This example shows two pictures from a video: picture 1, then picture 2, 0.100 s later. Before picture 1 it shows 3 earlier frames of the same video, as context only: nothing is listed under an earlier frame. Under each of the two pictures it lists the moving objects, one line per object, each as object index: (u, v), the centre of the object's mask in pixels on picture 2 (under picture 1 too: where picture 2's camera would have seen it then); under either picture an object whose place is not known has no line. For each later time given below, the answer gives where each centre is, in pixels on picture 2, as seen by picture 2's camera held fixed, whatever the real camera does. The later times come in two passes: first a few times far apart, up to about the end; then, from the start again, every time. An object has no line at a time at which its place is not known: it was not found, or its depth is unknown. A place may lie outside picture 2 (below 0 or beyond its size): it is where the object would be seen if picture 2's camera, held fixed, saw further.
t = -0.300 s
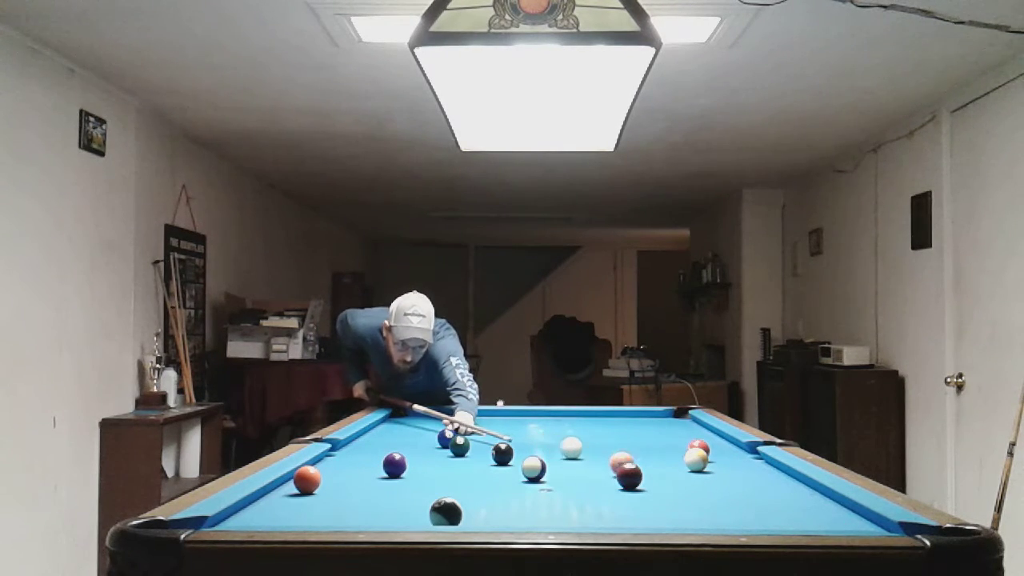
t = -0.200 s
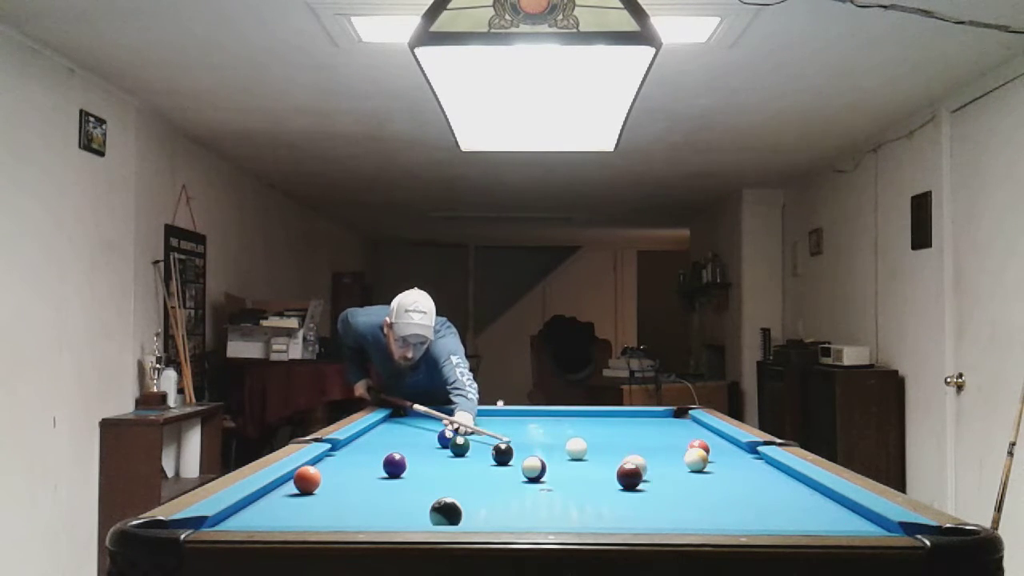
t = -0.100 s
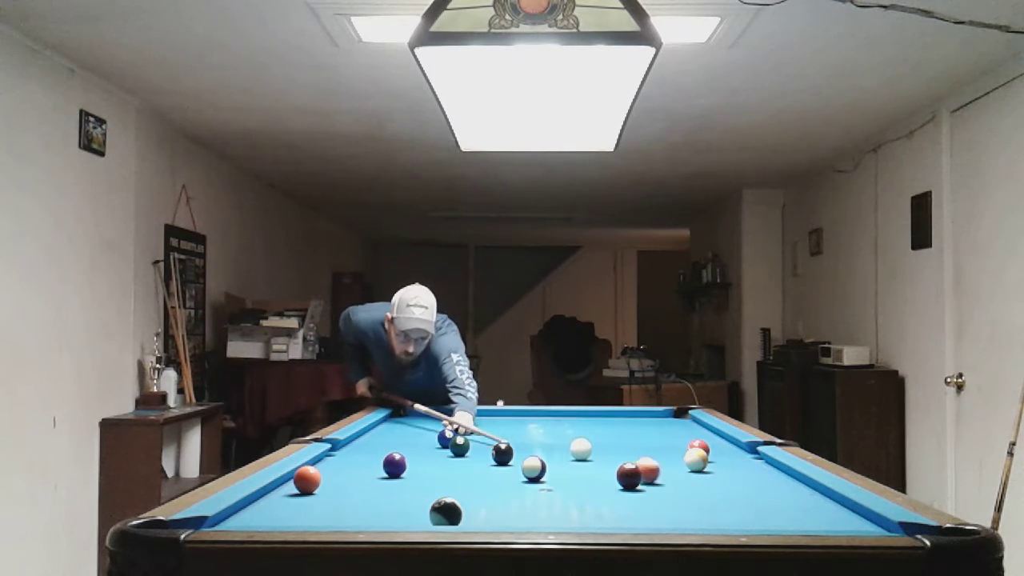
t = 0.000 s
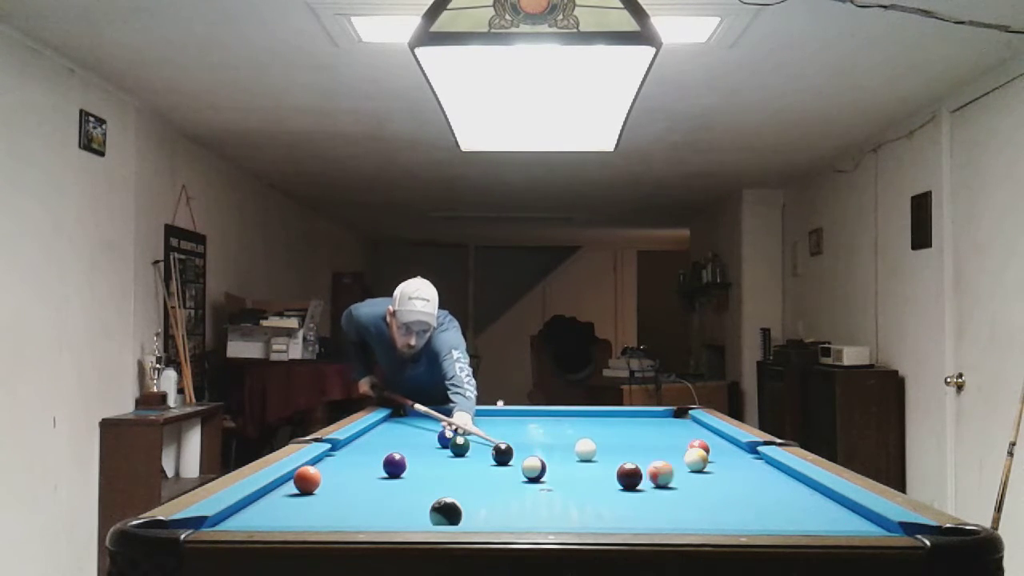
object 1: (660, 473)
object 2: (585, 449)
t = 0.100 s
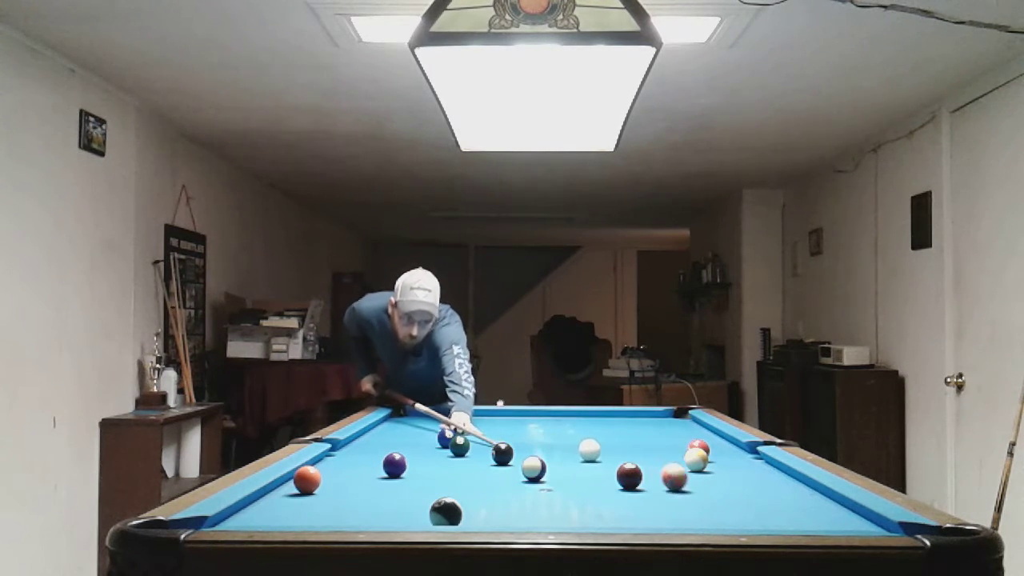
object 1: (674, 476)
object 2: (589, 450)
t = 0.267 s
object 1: (697, 482)
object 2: (596, 450)
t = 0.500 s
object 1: (732, 490)
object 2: (605, 452)
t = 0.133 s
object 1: (679, 477)
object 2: (591, 450)
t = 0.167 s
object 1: (683, 478)
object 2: (592, 450)
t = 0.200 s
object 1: (688, 479)
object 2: (593, 450)
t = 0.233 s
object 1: (693, 480)
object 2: (595, 450)
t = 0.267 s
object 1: (697, 482)
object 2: (596, 450)
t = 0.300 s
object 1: (702, 483)
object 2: (597, 451)
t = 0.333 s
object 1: (708, 485)
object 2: (598, 451)
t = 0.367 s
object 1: (712, 486)
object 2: (600, 451)
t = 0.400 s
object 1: (718, 487)
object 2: (601, 451)
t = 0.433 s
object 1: (723, 488)
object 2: (602, 451)
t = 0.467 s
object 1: (727, 489)
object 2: (603, 451)
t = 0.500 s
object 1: (732, 490)
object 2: (605, 452)
